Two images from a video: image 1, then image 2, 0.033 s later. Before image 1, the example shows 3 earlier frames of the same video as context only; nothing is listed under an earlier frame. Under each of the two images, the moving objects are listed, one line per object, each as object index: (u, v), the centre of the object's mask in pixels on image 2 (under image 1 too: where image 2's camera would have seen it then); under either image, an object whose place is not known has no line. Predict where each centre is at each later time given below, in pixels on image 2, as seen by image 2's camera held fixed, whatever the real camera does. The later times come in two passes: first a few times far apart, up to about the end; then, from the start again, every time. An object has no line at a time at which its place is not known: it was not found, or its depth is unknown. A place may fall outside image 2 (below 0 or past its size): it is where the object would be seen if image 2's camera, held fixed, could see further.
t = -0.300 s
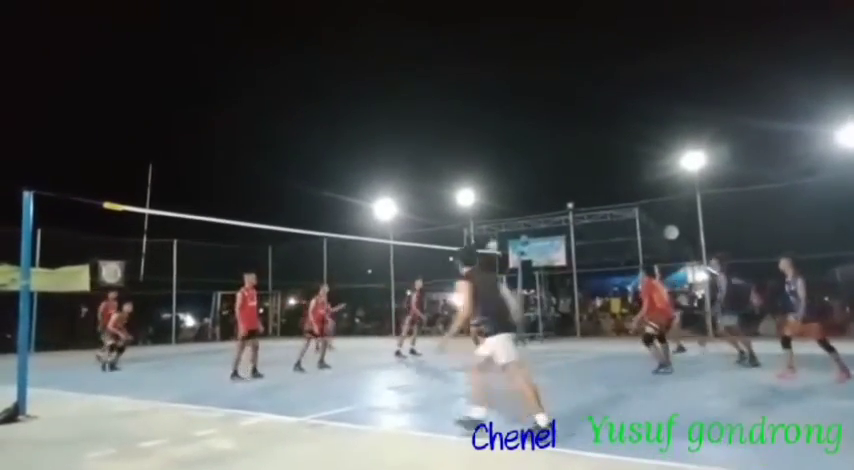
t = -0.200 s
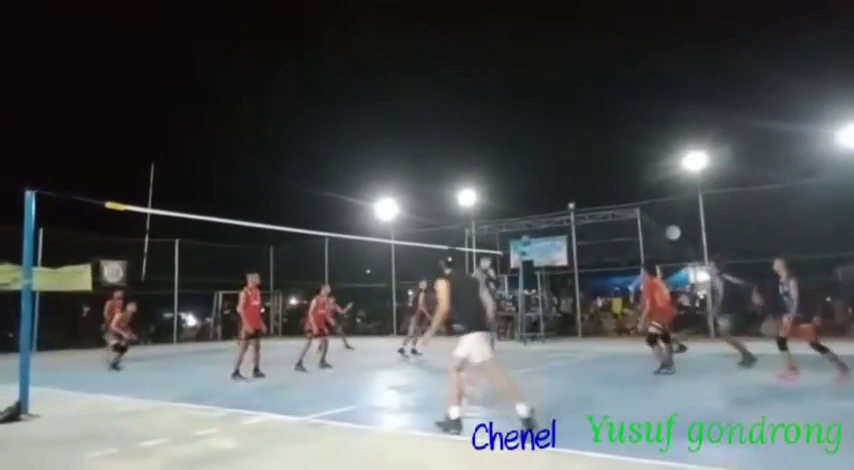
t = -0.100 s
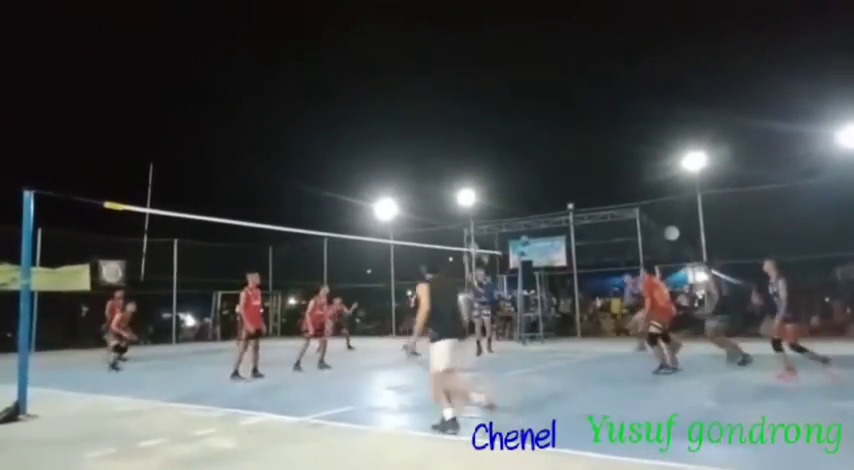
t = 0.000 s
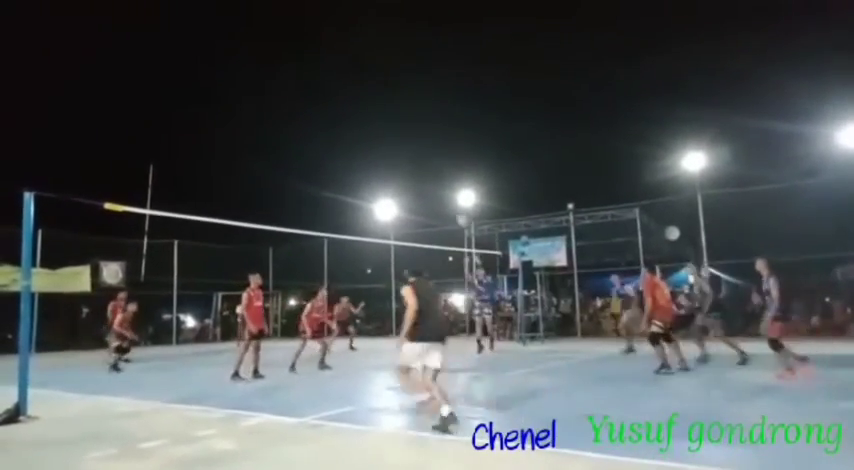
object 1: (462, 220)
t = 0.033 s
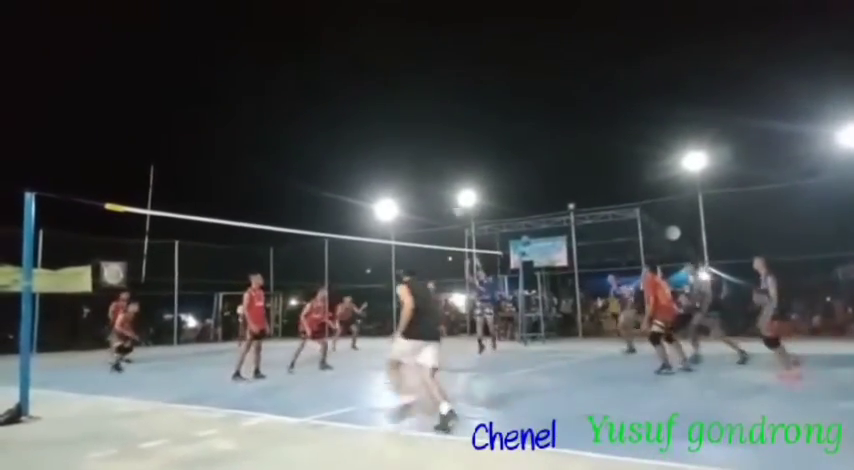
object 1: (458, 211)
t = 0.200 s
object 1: (436, 169)
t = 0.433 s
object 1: (405, 131)
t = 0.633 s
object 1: (377, 117)
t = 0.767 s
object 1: (356, 121)
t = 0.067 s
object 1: (453, 202)
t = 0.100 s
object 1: (449, 192)
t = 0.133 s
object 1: (445, 184)
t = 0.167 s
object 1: (441, 176)
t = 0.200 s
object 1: (436, 169)
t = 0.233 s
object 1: (432, 162)
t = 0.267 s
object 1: (427, 156)
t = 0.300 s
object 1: (423, 150)
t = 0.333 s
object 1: (419, 144)
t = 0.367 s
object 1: (415, 139)
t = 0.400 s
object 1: (410, 135)
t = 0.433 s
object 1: (405, 131)
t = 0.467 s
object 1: (400, 127)
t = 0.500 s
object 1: (396, 124)
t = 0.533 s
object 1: (391, 121)
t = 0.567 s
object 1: (386, 119)
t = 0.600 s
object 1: (381, 118)
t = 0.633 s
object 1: (377, 117)
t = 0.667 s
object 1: (372, 117)
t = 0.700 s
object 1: (366, 117)
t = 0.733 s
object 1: (361, 119)
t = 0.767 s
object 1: (356, 121)
